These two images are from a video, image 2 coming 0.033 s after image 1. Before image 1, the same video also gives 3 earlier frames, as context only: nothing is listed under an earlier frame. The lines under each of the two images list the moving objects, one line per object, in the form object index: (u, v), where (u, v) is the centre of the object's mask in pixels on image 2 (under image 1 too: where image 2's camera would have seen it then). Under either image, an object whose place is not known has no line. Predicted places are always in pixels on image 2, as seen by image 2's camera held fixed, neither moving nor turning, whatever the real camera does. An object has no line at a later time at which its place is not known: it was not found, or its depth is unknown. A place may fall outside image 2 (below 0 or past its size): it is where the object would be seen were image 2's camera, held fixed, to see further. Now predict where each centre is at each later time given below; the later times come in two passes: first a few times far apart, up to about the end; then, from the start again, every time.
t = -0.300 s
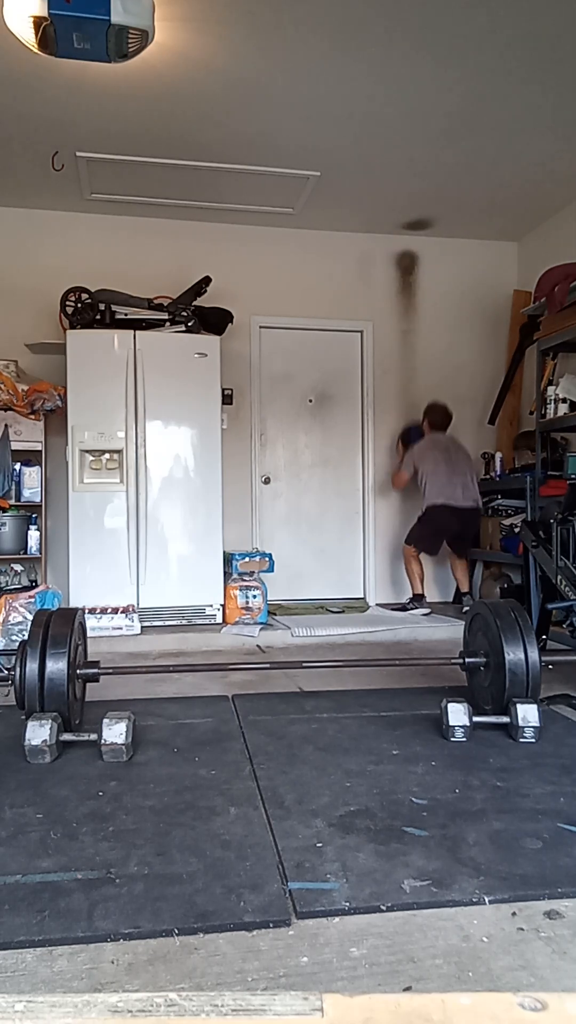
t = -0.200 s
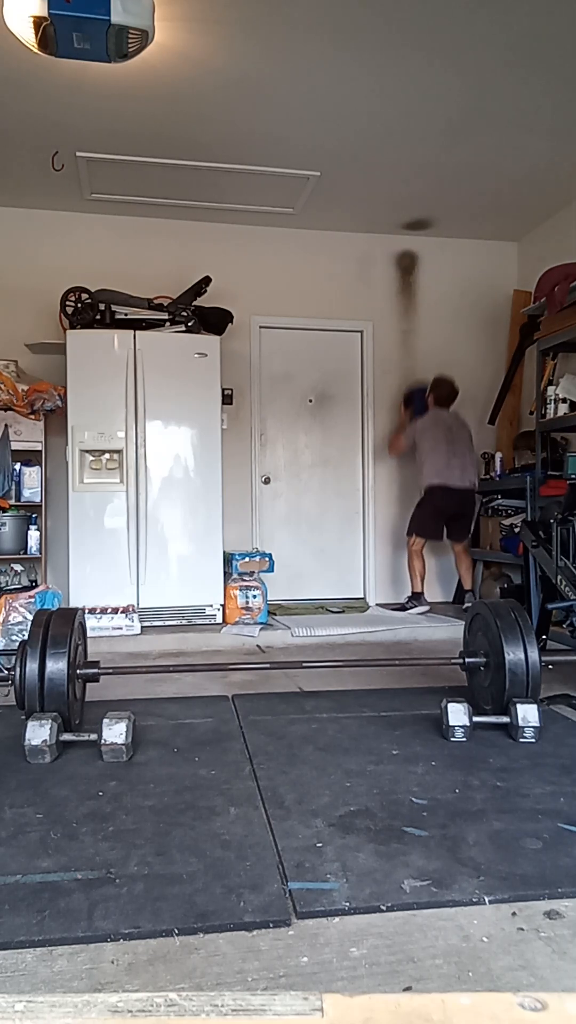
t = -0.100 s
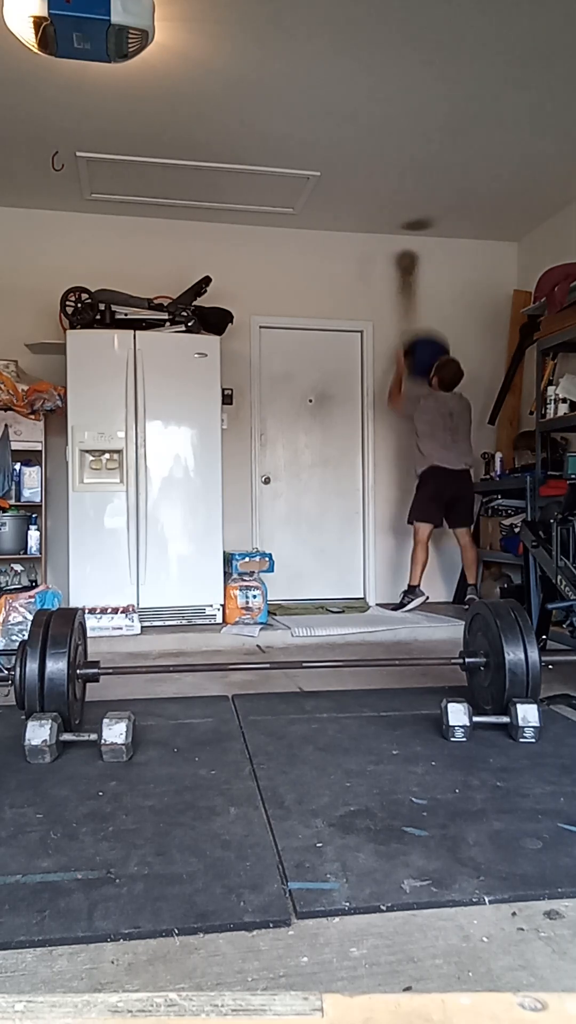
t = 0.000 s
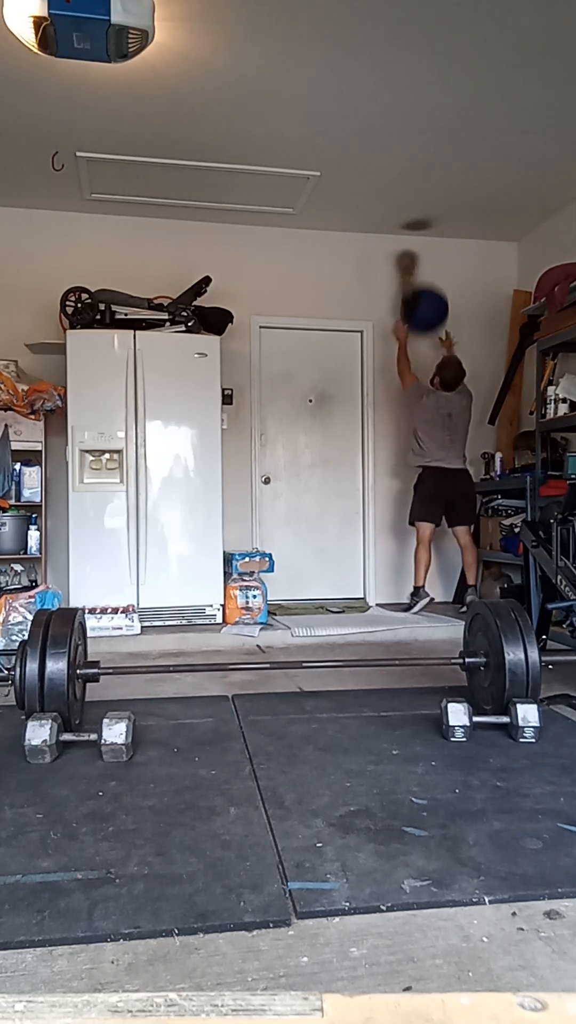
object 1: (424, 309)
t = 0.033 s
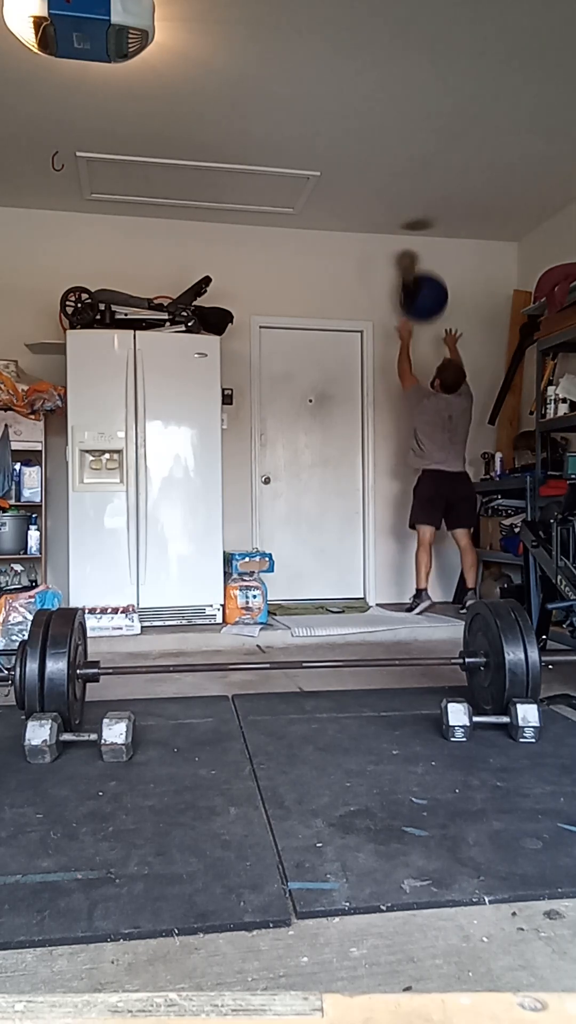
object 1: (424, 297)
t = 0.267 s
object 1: (418, 250)
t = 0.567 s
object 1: (415, 295)
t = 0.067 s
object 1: (423, 285)
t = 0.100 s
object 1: (420, 274)
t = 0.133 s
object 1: (421, 267)
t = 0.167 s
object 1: (420, 261)
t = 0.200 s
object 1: (419, 256)
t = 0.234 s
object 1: (419, 252)
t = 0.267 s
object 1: (418, 250)
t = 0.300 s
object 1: (417, 249)
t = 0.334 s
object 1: (417, 250)
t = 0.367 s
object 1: (416, 253)
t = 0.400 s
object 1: (415, 258)
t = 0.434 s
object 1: (415, 263)
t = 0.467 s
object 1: (414, 270)
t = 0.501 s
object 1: (414, 276)
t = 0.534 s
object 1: (414, 286)
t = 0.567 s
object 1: (415, 295)
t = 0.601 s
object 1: (415, 306)
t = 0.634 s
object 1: (416, 318)
